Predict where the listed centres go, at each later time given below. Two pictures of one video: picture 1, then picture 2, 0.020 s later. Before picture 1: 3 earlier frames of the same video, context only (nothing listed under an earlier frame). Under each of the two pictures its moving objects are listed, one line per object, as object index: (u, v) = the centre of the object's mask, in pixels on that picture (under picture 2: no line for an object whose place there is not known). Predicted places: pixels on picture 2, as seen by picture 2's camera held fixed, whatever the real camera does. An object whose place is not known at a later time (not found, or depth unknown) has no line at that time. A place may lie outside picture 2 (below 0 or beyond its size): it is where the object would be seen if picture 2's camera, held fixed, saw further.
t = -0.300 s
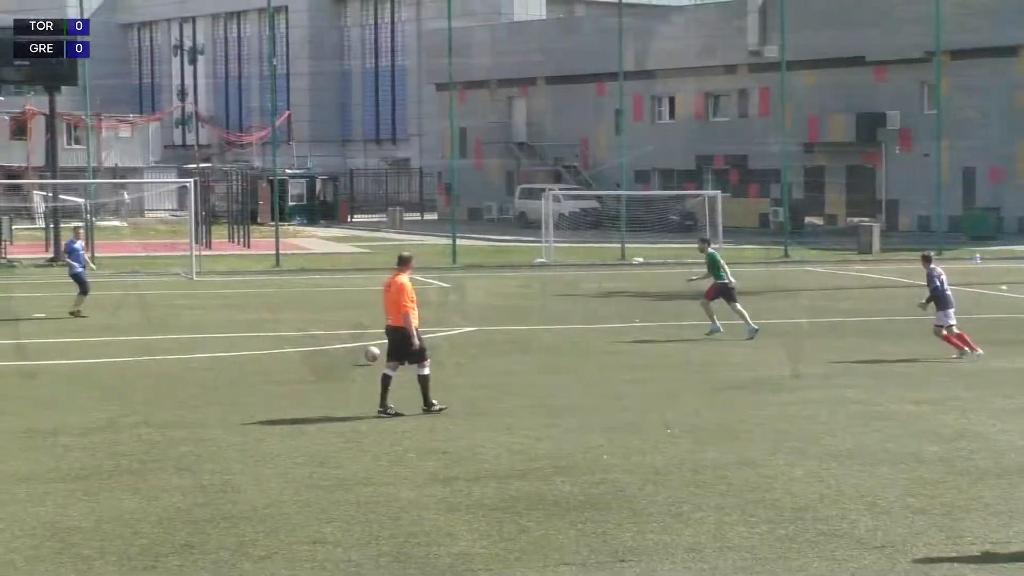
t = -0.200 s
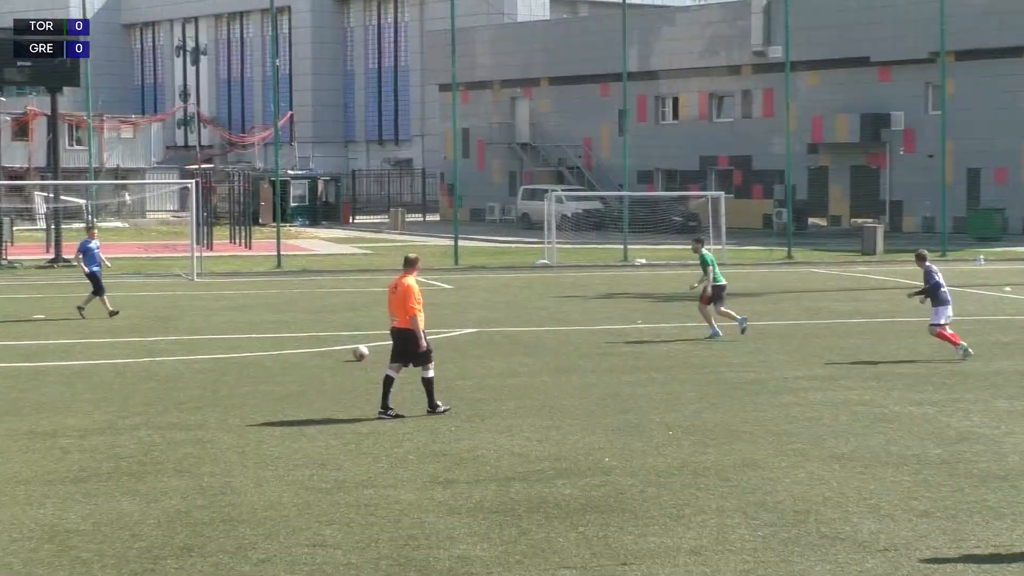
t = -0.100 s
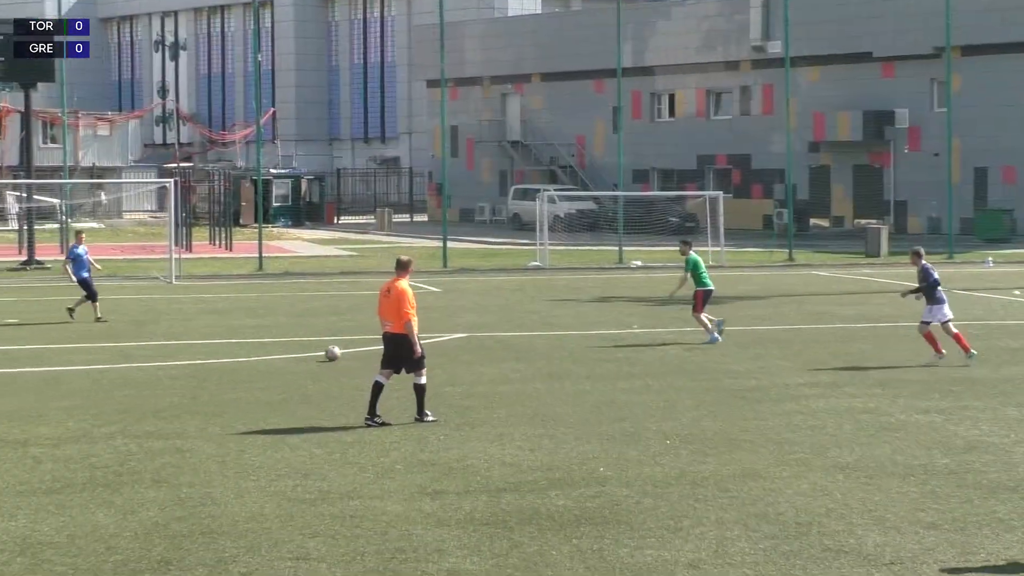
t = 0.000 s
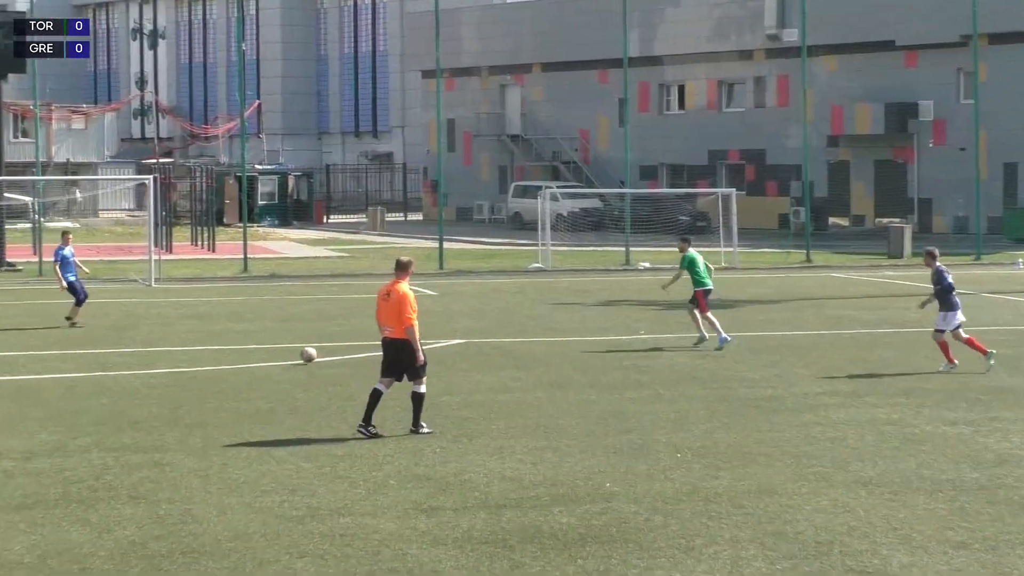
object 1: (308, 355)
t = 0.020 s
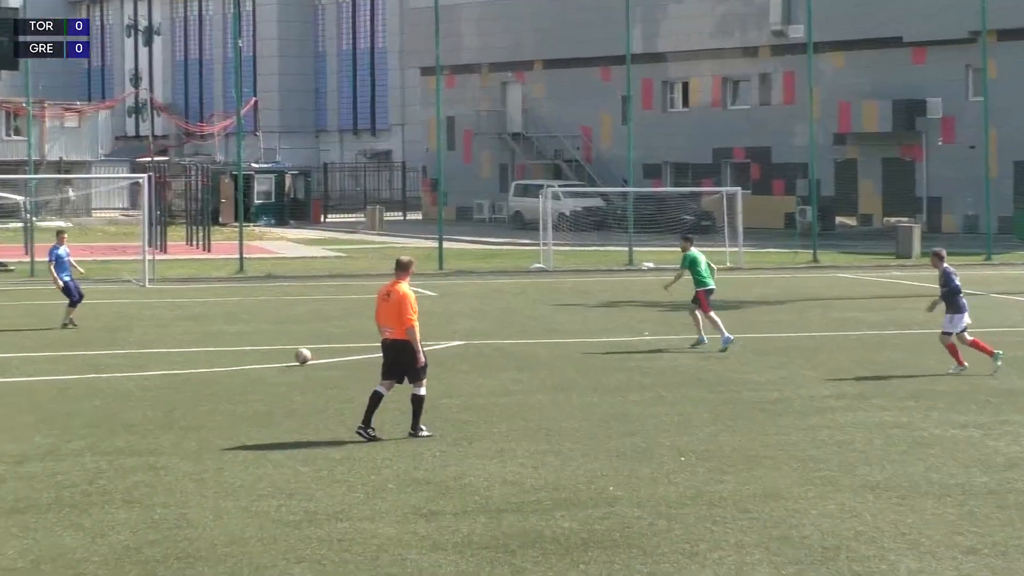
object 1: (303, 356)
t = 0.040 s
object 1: (299, 355)
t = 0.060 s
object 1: (295, 354)
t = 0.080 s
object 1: (292, 353)
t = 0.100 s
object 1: (287, 351)
